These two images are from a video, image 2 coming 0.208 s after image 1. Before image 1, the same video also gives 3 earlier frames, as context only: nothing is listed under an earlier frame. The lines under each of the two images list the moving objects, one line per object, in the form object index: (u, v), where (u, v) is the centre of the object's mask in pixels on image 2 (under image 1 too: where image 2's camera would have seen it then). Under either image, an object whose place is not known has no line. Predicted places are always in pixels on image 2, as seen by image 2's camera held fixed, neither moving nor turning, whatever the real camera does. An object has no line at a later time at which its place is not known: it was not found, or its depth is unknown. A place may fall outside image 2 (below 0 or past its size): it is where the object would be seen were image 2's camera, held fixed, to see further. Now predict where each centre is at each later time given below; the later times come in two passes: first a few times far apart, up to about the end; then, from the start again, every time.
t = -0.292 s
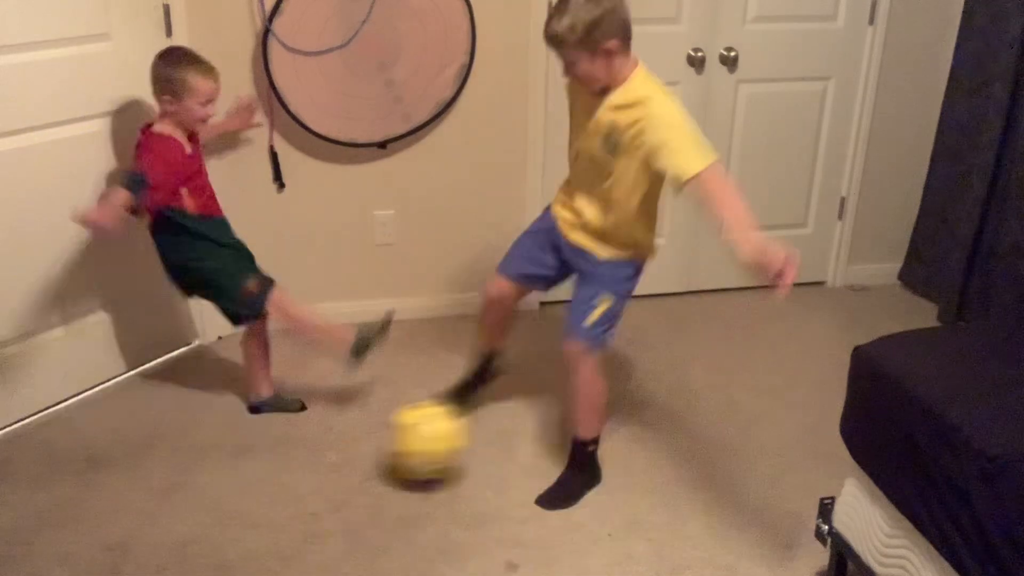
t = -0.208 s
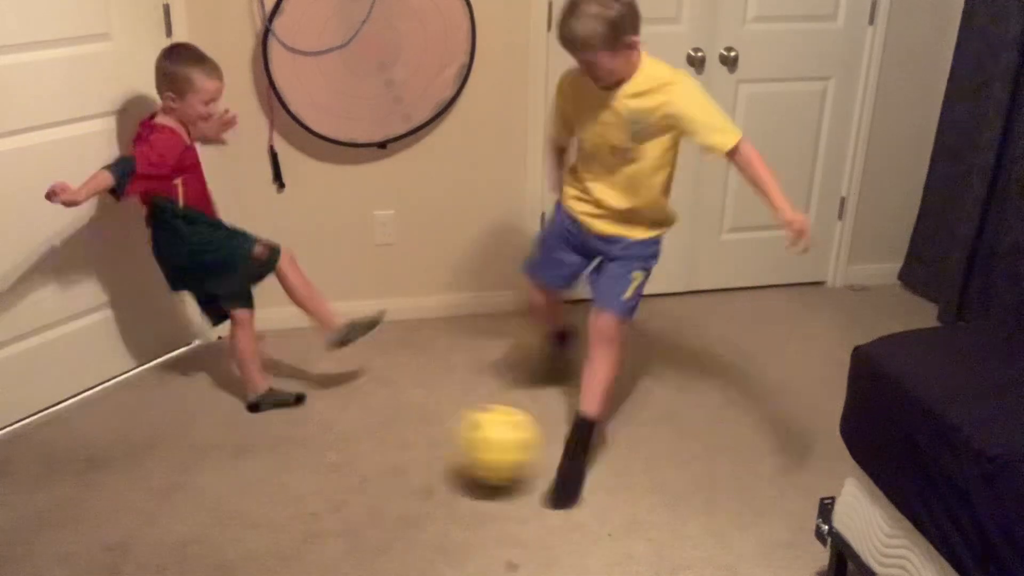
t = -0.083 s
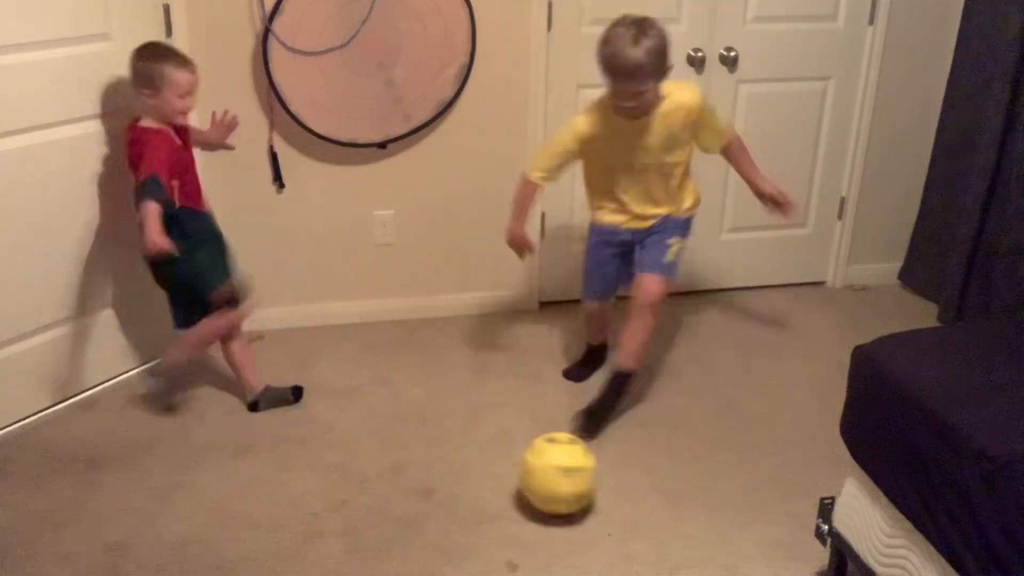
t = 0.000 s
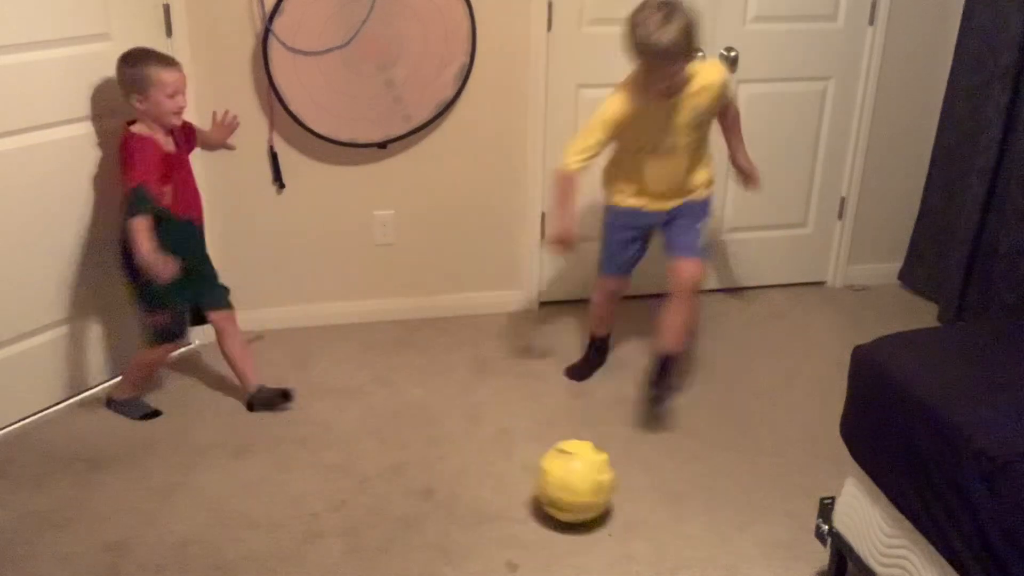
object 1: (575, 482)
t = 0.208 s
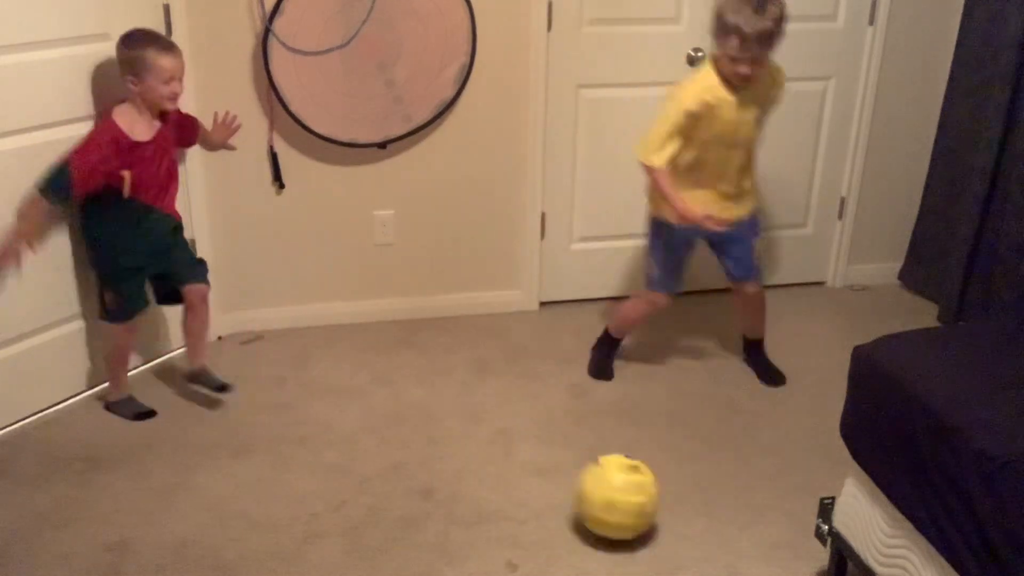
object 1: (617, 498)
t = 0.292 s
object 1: (634, 505)
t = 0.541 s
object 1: (683, 524)
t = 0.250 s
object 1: (625, 502)
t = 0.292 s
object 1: (634, 505)
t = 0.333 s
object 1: (643, 508)
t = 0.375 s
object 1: (651, 512)
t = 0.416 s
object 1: (658, 515)
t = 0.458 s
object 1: (666, 518)
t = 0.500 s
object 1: (674, 521)
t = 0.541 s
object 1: (683, 524)
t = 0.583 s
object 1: (691, 527)
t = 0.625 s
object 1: (698, 530)
